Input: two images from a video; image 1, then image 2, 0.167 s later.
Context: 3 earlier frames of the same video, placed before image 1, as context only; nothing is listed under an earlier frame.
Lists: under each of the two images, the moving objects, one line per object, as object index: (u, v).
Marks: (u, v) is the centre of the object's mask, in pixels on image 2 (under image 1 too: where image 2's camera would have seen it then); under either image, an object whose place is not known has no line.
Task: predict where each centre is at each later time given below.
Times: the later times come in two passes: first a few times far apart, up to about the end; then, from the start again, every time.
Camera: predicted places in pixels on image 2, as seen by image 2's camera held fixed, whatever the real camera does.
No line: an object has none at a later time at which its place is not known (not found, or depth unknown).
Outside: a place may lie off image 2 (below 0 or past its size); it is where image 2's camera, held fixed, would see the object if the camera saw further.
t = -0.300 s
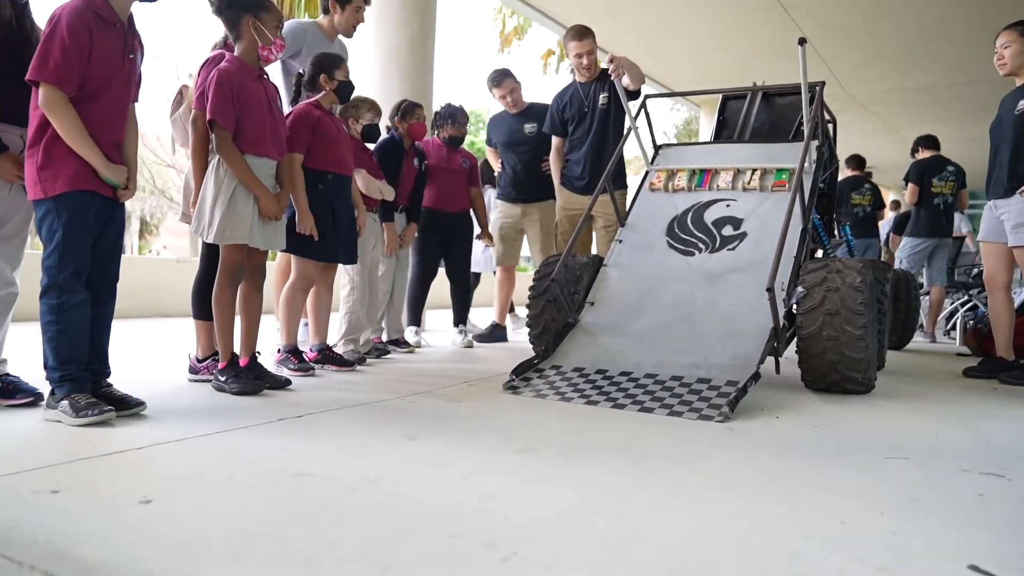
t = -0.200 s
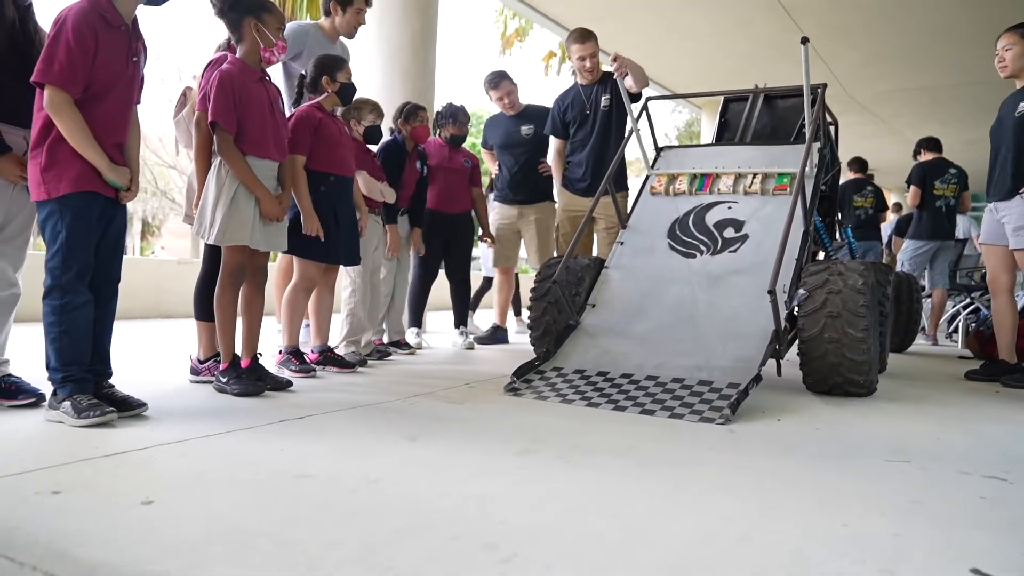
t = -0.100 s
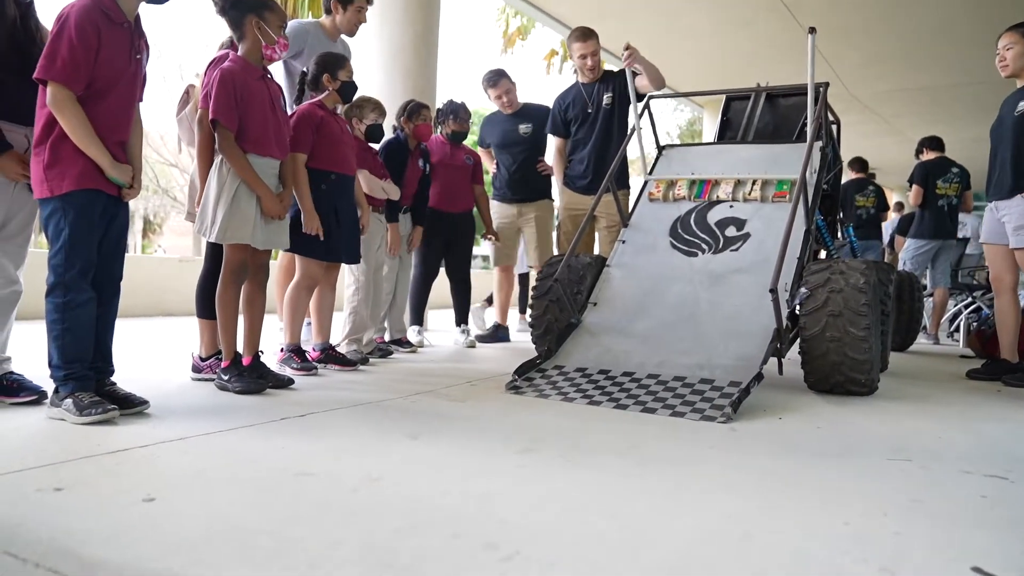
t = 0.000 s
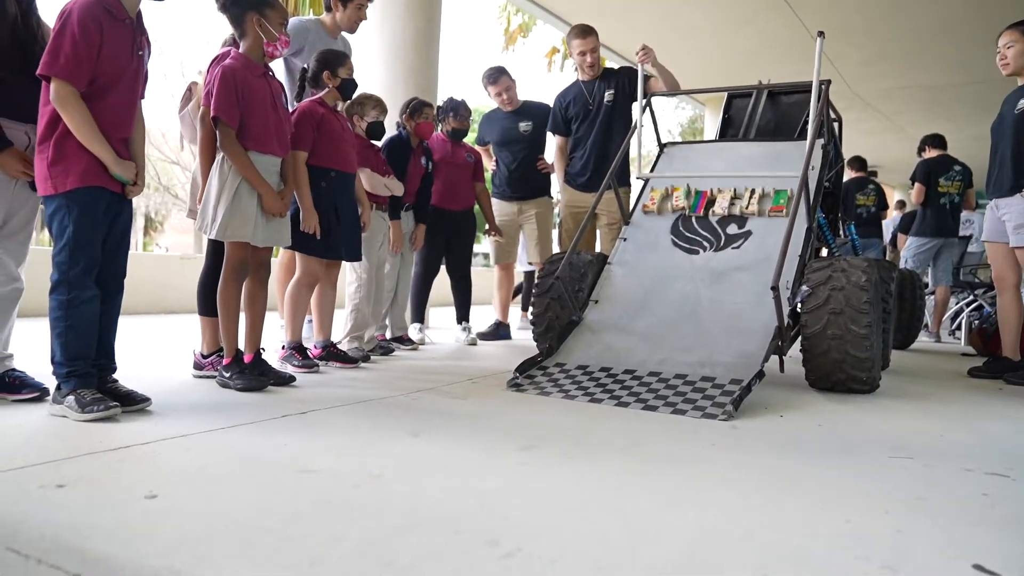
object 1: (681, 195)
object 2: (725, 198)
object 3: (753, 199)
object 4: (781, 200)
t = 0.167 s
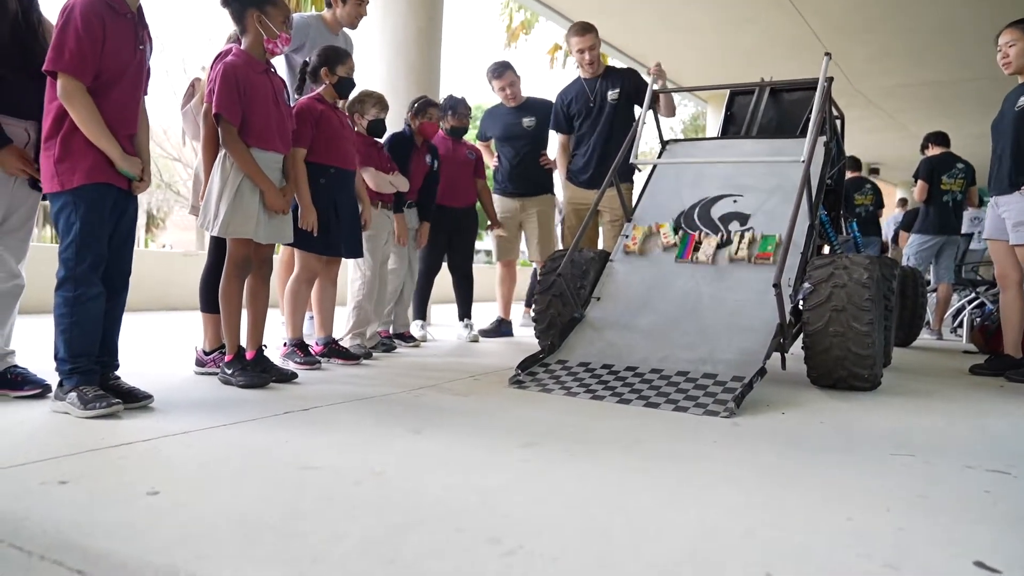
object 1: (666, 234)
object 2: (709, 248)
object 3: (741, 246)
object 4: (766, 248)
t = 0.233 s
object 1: (659, 257)
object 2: (699, 276)
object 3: (733, 274)
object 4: (758, 276)
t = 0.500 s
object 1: (596, 359)
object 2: (617, 379)
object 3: (660, 388)
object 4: (689, 394)
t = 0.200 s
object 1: (663, 245)
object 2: (704, 261)
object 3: (738, 259)
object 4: (762, 262)
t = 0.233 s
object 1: (659, 257)
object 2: (699, 276)
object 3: (733, 274)
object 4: (758, 276)
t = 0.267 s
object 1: (654, 270)
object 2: (693, 290)
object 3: (728, 288)
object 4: (752, 291)
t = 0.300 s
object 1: (649, 284)
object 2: (686, 305)
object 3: (722, 303)
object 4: (745, 306)
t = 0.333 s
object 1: (643, 298)
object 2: (677, 318)
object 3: (714, 319)
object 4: (740, 323)
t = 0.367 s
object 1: (635, 312)
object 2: (668, 333)
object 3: (706, 335)
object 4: (731, 338)
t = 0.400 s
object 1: (626, 324)
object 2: (657, 347)
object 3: (697, 351)
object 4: (723, 355)
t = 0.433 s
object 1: (617, 338)
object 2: (646, 360)
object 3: (687, 365)
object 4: (713, 370)
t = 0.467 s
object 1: (607, 349)
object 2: (632, 370)
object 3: (673, 378)
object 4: (701, 383)
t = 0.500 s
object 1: (596, 359)
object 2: (617, 379)
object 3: (660, 388)
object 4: (689, 394)
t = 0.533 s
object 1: (588, 366)
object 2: (602, 388)
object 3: (644, 397)
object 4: (675, 401)
